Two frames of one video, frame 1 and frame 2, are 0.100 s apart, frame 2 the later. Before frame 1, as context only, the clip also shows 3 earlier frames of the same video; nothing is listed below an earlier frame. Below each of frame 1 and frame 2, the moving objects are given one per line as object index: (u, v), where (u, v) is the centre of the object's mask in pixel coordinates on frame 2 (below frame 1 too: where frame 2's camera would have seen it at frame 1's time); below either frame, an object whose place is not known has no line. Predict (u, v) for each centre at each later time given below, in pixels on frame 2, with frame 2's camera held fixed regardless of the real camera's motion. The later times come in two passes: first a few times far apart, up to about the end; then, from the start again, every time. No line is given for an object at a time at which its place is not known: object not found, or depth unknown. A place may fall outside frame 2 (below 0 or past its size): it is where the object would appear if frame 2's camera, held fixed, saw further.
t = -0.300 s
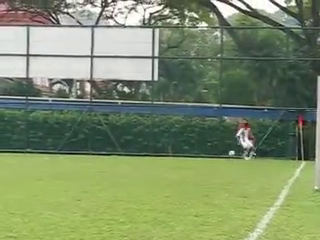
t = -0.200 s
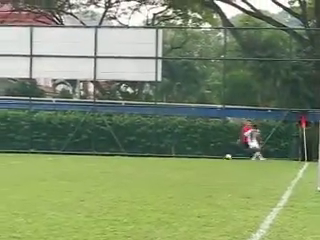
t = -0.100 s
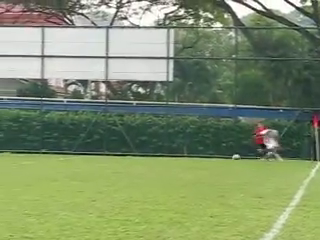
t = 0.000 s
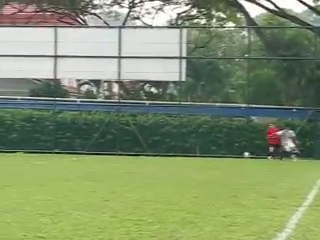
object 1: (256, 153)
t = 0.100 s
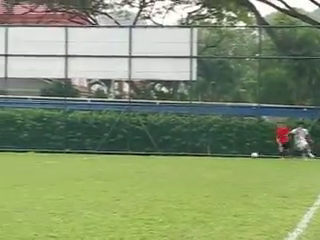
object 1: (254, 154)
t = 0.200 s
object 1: (251, 156)
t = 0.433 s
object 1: (244, 157)
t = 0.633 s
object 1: (238, 157)
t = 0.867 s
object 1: (231, 158)
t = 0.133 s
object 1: (253, 155)
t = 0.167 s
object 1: (253, 156)
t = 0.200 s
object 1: (251, 156)
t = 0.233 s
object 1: (251, 157)
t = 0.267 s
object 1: (249, 156)
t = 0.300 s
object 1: (249, 156)
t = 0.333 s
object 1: (248, 156)
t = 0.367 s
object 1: (247, 156)
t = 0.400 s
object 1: (245, 157)
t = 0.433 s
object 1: (244, 157)
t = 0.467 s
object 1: (243, 157)
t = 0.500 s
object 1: (243, 157)
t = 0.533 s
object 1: (242, 157)
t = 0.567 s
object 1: (241, 157)
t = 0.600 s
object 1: (239, 157)
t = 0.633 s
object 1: (238, 157)
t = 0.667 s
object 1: (238, 157)
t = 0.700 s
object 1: (237, 158)
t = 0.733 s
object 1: (236, 158)
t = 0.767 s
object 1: (235, 158)
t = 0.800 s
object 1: (234, 157)
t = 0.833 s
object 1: (232, 158)
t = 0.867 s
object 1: (231, 158)
